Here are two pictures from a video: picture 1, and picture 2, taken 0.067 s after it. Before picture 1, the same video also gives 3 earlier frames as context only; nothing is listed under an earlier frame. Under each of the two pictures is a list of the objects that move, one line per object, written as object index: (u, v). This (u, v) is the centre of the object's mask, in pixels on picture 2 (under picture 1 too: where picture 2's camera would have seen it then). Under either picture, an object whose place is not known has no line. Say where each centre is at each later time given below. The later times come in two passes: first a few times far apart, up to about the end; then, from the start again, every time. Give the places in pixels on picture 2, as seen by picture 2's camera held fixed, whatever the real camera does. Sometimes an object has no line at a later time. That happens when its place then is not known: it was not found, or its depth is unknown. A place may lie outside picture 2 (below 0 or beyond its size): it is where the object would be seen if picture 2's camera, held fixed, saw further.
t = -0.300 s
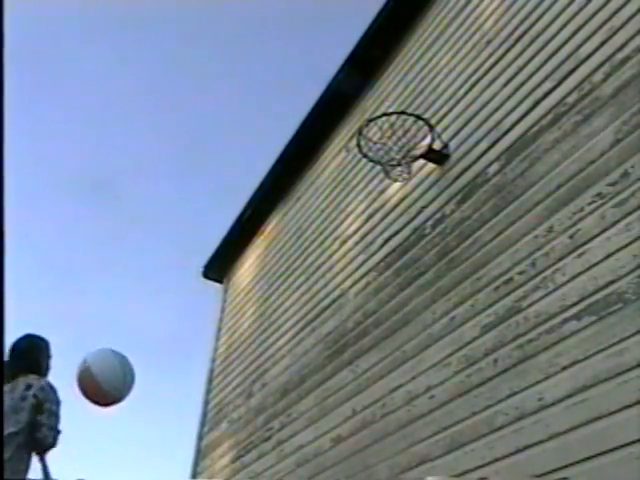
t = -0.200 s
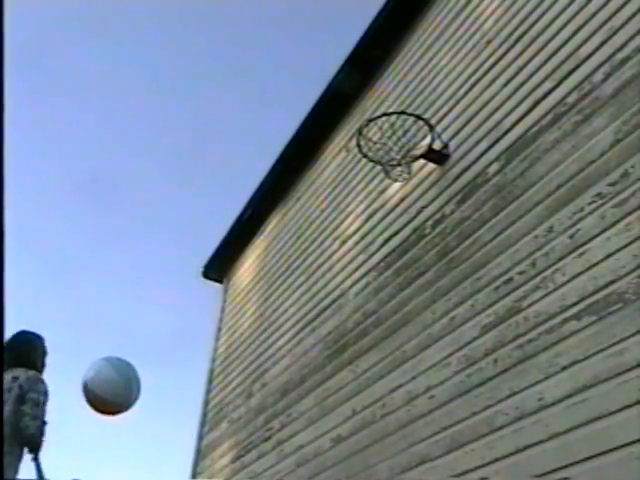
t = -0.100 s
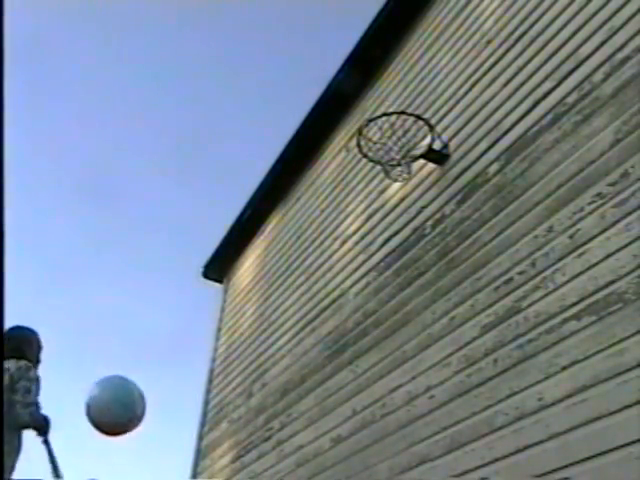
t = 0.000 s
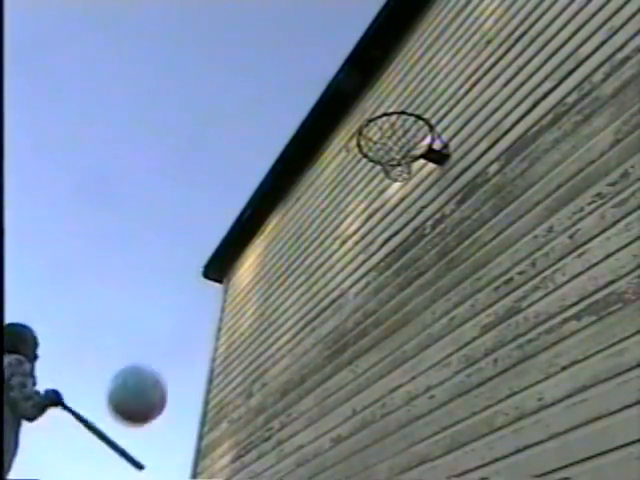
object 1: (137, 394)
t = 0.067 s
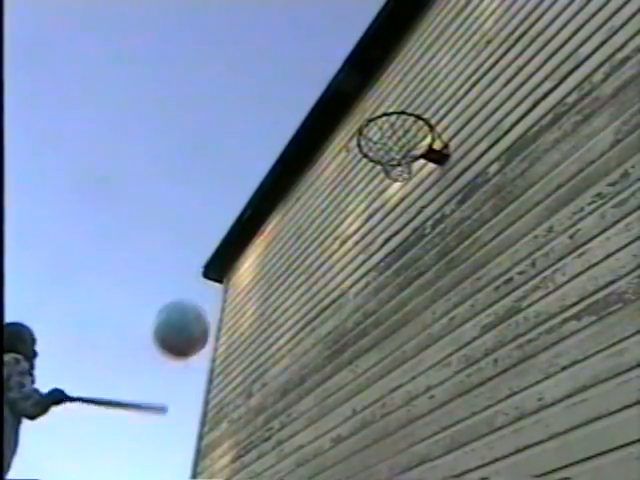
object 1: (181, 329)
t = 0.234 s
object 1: (267, 210)
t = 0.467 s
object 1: (351, 131)
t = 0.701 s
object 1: (420, 120)
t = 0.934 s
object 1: (401, 114)
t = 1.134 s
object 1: (375, 126)
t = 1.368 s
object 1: (382, 136)
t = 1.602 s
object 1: (384, 136)
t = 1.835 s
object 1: (388, 139)
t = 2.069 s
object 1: (393, 146)
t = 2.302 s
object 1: (391, 148)
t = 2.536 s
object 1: (392, 148)
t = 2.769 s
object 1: (394, 150)
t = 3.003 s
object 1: (394, 150)
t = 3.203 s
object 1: (394, 150)
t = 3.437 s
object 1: (394, 150)
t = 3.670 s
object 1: (394, 149)
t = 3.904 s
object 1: (394, 149)
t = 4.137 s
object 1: (394, 150)
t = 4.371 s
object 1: (394, 149)
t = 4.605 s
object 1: (394, 150)
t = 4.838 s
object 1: (395, 150)
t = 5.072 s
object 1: (394, 150)
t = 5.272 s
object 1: (395, 151)
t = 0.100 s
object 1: (201, 300)
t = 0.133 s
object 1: (220, 274)
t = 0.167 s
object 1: (236, 251)
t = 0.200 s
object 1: (253, 229)
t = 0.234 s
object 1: (267, 210)
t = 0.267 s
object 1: (280, 193)
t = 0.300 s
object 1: (293, 179)
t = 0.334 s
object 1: (306, 166)
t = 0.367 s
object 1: (318, 155)
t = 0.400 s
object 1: (330, 145)
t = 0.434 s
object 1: (339, 138)
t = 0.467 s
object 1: (351, 131)
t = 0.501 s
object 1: (362, 127)
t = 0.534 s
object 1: (373, 123)
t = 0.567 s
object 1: (383, 121)
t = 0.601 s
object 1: (392, 118)
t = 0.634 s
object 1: (403, 118)
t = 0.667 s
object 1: (412, 119)
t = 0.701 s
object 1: (420, 120)
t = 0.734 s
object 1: (427, 121)
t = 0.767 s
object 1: (424, 119)
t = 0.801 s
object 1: (420, 116)
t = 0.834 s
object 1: (415, 114)
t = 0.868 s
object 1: (411, 113)
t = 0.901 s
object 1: (407, 112)
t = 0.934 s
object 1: (401, 114)
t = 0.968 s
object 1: (397, 114)
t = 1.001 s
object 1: (391, 115)
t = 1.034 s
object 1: (386, 119)
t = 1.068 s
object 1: (381, 121)
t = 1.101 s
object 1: (375, 125)
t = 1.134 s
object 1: (375, 126)
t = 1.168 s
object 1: (376, 126)
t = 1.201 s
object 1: (377, 126)
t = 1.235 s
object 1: (377, 126)
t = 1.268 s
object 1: (379, 130)
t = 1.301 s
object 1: (380, 132)
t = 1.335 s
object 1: (382, 136)
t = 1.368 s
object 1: (382, 136)
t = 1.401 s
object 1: (382, 135)
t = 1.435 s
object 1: (383, 133)
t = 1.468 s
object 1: (382, 132)
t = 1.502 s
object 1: (383, 132)
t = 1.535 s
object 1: (383, 132)
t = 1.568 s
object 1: (383, 134)
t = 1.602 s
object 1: (384, 136)
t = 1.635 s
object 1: (385, 135)
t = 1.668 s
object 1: (386, 134)
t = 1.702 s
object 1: (386, 134)
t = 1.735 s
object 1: (387, 135)
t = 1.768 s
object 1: (387, 135)
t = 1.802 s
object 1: (388, 138)
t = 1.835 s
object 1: (388, 139)
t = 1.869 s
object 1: (388, 141)
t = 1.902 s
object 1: (388, 142)
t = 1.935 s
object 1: (388, 142)
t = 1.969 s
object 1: (390, 143)
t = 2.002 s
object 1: (392, 144)
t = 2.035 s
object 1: (390, 143)
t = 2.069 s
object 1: (393, 146)
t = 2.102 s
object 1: (396, 149)
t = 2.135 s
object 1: (396, 149)
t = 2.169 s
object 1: (396, 150)
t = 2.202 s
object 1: (394, 149)
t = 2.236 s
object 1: (394, 150)
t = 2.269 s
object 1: (394, 150)
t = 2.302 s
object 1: (391, 148)
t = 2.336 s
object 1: (393, 150)
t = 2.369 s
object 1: (394, 151)
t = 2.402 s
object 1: (391, 148)
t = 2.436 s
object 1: (393, 149)
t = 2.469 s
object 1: (391, 148)
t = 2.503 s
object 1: (394, 149)
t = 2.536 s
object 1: (392, 148)
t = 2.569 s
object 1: (394, 149)
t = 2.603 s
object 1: (392, 147)
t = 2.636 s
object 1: (392, 148)
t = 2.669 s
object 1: (393, 149)
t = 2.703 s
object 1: (394, 150)
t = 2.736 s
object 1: (391, 148)
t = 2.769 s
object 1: (394, 150)
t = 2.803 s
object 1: (394, 150)
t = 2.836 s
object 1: (394, 150)
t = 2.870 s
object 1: (393, 148)
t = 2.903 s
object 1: (394, 149)
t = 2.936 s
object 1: (394, 150)
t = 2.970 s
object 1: (394, 150)
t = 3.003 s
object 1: (394, 150)
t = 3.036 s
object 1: (394, 150)
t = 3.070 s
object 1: (394, 150)
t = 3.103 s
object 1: (394, 150)
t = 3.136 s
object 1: (394, 149)
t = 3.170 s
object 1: (394, 150)
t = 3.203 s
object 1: (394, 150)
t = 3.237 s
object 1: (394, 149)
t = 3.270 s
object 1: (394, 149)
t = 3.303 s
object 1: (394, 150)
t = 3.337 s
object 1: (393, 149)
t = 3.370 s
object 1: (394, 150)
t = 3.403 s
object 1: (394, 150)
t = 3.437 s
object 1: (394, 150)
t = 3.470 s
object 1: (394, 150)
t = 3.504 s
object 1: (394, 149)
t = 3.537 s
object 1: (394, 150)
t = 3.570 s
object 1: (394, 149)
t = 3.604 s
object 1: (394, 149)
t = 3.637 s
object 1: (394, 150)
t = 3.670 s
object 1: (394, 149)
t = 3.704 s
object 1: (393, 149)
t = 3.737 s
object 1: (395, 150)
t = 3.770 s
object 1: (394, 149)
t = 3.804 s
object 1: (394, 149)
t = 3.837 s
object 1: (394, 150)
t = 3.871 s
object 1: (393, 149)
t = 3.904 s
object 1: (394, 149)
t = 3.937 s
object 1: (394, 149)
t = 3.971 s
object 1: (394, 150)
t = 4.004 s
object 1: (394, 149)
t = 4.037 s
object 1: (394, 149)
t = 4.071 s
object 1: (394, 150)
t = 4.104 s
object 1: (394, 149)
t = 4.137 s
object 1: (394, 150)
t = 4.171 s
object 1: (395, 150)
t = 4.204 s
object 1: (394, 149)
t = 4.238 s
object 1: (394, 150)
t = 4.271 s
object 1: (394, 149)
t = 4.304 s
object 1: (395, 150)
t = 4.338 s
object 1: (394, 149)
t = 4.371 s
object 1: (394, 149)
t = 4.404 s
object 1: (394, 149)
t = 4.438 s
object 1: (394, 149)
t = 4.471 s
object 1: (394, 149)
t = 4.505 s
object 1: (393, 149)
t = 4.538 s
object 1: (394, 148)
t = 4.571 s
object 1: (394, 149)
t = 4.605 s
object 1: (394, 150)
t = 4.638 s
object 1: (395, 150)
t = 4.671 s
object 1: (394, 150)
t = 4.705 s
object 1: (394, 149)
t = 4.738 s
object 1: (394, 149)
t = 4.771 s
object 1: (394, 150)
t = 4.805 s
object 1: (395, 150)
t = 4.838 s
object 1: (395, 150)
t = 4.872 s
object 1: (395, 150)
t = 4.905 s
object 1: (394, 150)
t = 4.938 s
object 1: (395, 150)
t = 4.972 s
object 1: (394, 149)
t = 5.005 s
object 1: (394, 149)
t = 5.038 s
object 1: (395, 150)
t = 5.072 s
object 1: (394, 150)
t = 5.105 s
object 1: (395, 150)
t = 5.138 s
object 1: (394, 149)
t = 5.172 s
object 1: (395, 151)
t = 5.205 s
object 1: (394, 150)
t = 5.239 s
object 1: (395, 151)
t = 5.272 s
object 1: (395, 151)
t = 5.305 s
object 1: (395, 151)
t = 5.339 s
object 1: (394, 149)
